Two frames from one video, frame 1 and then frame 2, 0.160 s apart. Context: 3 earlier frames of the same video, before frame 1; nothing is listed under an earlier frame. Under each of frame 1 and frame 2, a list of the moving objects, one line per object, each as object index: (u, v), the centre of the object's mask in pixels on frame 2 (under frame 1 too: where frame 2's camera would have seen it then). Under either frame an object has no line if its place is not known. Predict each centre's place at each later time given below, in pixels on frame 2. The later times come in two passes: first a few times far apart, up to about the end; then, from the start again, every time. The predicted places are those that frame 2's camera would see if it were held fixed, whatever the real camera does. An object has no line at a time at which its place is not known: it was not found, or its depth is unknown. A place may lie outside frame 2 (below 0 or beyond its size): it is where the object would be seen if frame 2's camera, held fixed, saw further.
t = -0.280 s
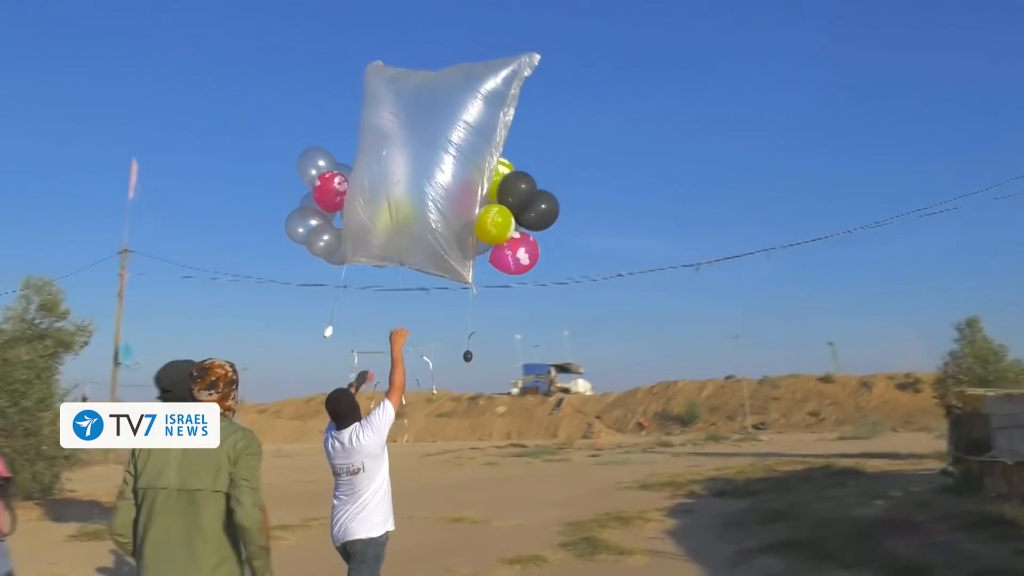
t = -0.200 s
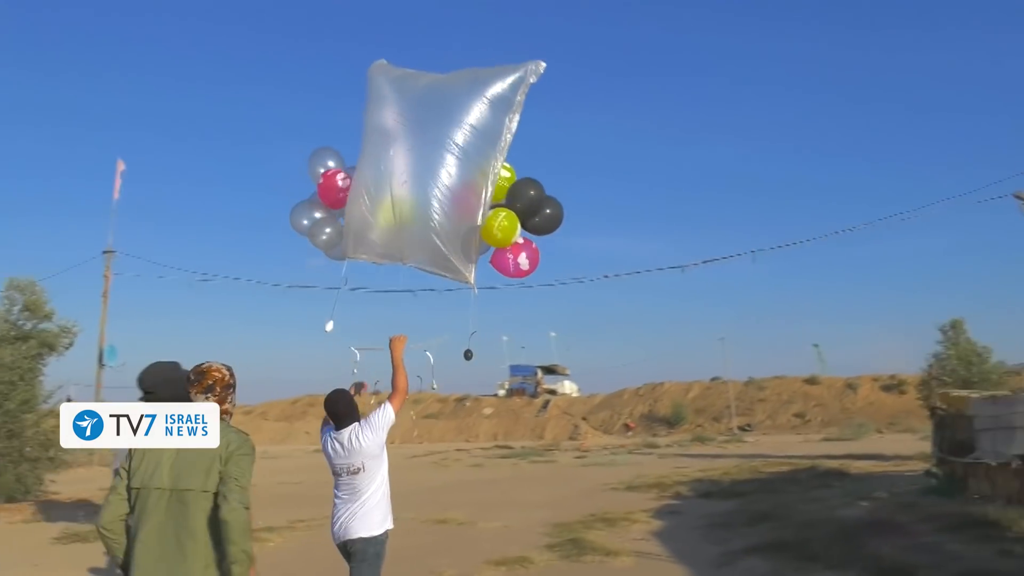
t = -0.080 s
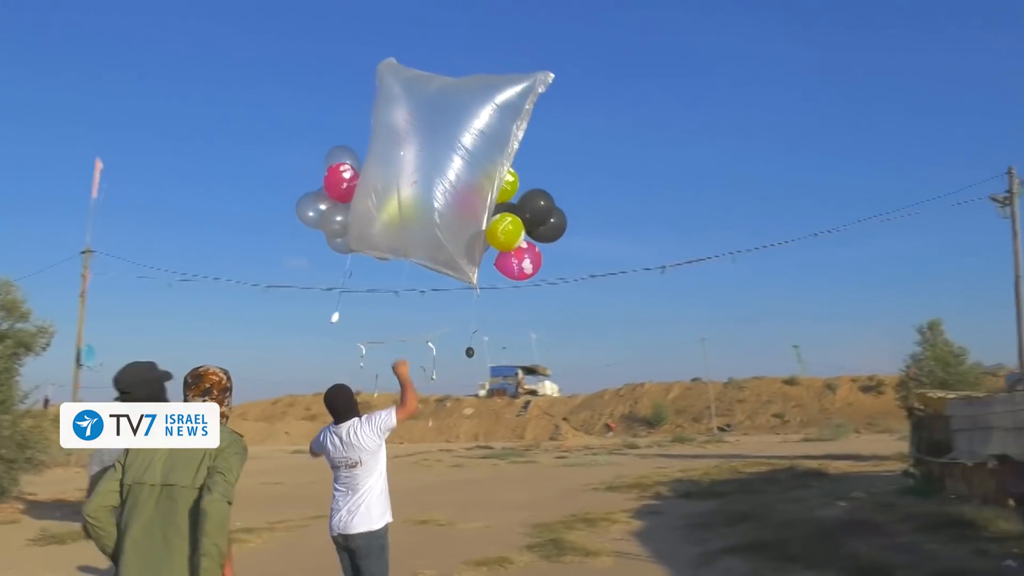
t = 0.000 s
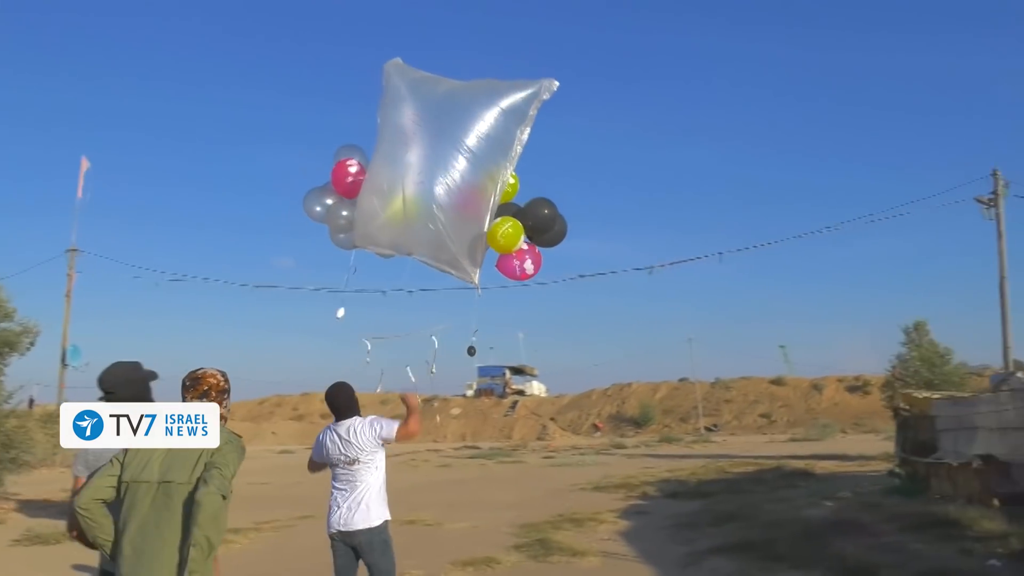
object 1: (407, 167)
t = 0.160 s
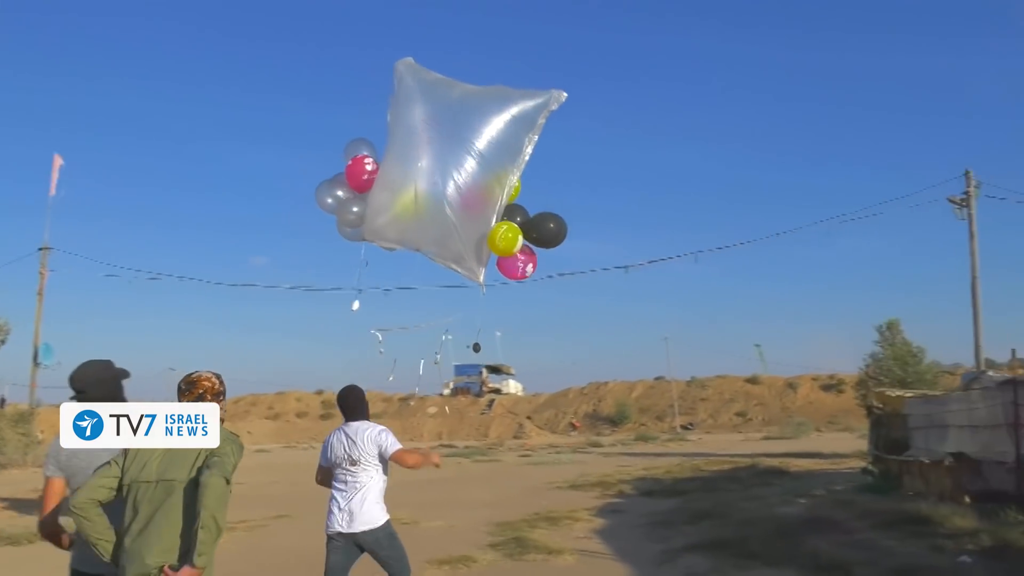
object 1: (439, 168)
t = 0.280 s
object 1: (460, 170)
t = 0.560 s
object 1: (505, 175)
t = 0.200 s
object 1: (446, 168)
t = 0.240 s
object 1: (453, 169)
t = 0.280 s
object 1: (460, 170)
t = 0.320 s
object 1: (467, 171)
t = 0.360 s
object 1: (474, 171)
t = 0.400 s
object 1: (480, 172)
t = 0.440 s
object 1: (487, 172)
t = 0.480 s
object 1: (493, 173)
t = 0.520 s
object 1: (499, 174)
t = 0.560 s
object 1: (505, 175)
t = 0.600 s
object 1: (511, 176)
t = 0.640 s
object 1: (517, 177)
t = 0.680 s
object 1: (522, 178)
